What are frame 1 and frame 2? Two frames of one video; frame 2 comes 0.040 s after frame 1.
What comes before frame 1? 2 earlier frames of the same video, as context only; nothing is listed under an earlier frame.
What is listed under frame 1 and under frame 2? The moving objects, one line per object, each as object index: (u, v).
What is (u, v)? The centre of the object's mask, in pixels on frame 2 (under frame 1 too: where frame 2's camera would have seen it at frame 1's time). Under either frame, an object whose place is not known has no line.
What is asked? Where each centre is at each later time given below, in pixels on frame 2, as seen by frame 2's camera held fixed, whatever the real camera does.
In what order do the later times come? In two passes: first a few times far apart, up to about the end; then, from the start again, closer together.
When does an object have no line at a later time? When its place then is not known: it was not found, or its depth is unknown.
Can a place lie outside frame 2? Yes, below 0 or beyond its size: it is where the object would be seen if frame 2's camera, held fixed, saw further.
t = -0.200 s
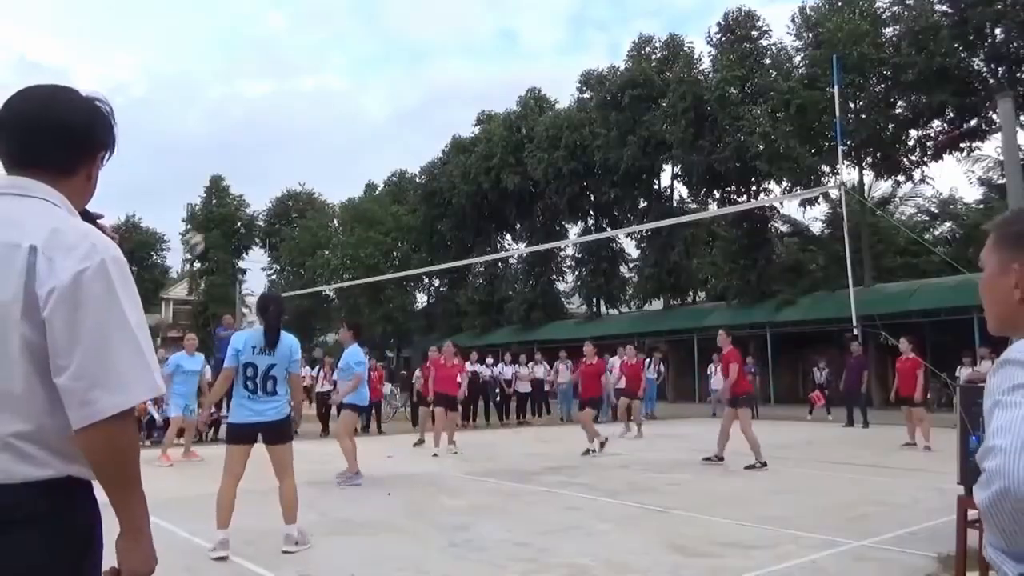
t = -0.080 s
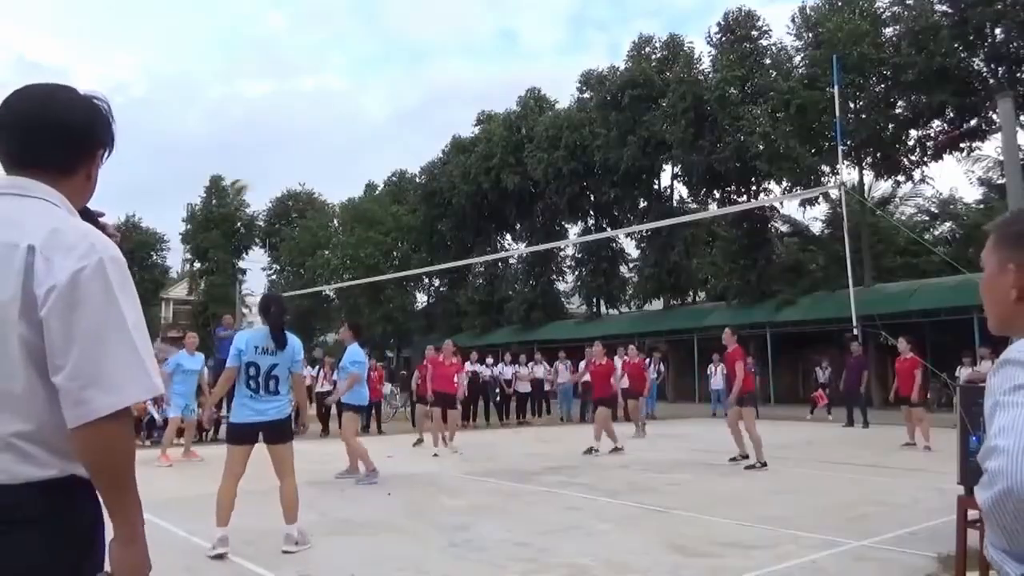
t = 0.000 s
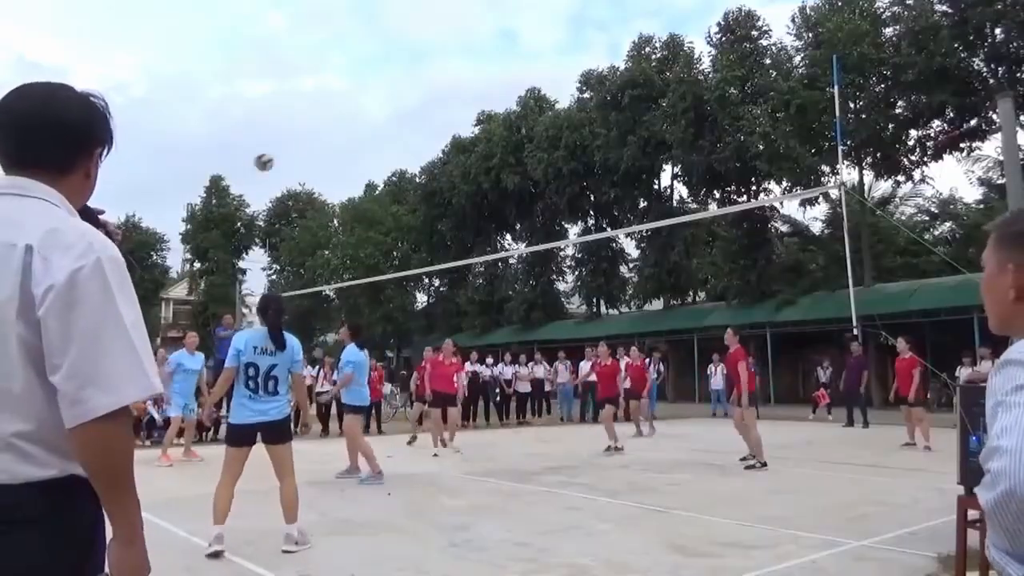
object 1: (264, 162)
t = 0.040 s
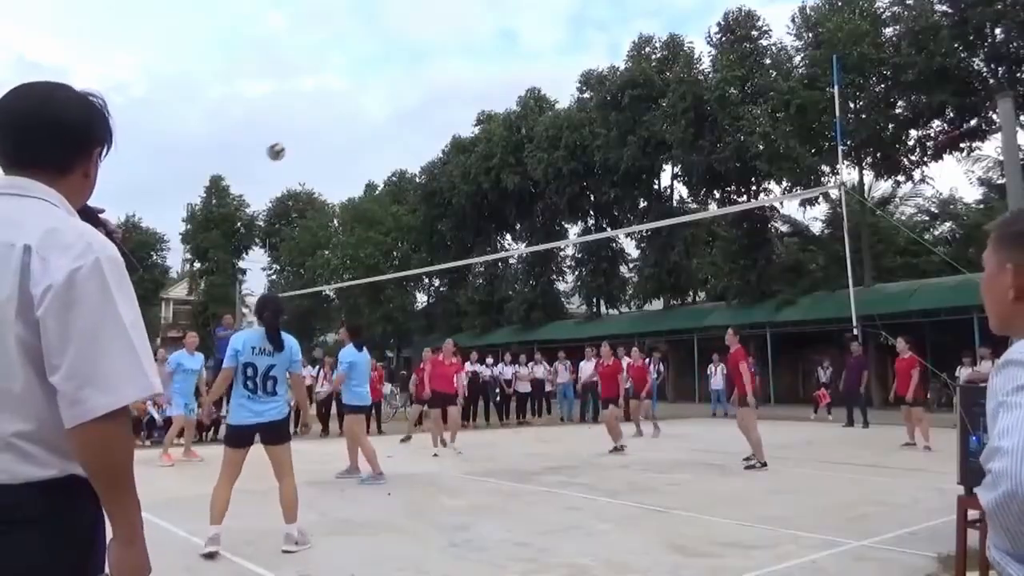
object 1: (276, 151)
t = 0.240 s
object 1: (330, 123)
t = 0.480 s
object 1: (384, 135)
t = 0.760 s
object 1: (437, 197)
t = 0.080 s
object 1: (287, 143)
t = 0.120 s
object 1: (299, 136)
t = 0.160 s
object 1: (309, 130)
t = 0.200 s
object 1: (320, 126)
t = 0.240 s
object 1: (330, 123)
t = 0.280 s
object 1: (340, 122)
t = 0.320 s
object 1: (349, 122)
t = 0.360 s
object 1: (358, 123)
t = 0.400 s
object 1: (368, 126)
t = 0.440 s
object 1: (376, 130)
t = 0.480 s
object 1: (384, 135)
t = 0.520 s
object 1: (393, 141)
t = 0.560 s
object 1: (401, 148)
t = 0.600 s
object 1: (409, 156)
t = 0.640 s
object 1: (416, 165)
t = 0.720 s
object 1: (430, 185)
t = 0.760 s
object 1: (437, 197)
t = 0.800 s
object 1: (444, 211)
